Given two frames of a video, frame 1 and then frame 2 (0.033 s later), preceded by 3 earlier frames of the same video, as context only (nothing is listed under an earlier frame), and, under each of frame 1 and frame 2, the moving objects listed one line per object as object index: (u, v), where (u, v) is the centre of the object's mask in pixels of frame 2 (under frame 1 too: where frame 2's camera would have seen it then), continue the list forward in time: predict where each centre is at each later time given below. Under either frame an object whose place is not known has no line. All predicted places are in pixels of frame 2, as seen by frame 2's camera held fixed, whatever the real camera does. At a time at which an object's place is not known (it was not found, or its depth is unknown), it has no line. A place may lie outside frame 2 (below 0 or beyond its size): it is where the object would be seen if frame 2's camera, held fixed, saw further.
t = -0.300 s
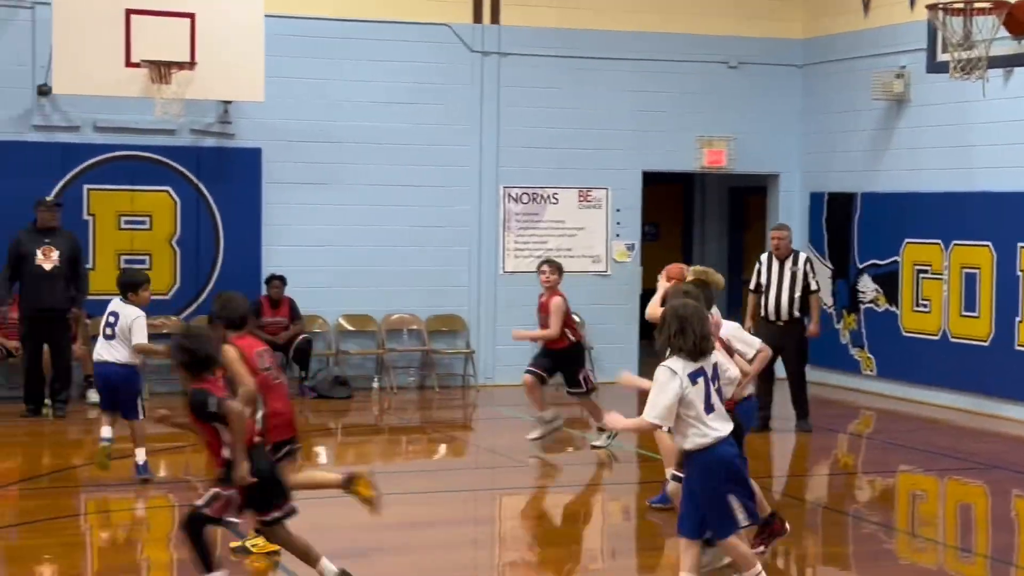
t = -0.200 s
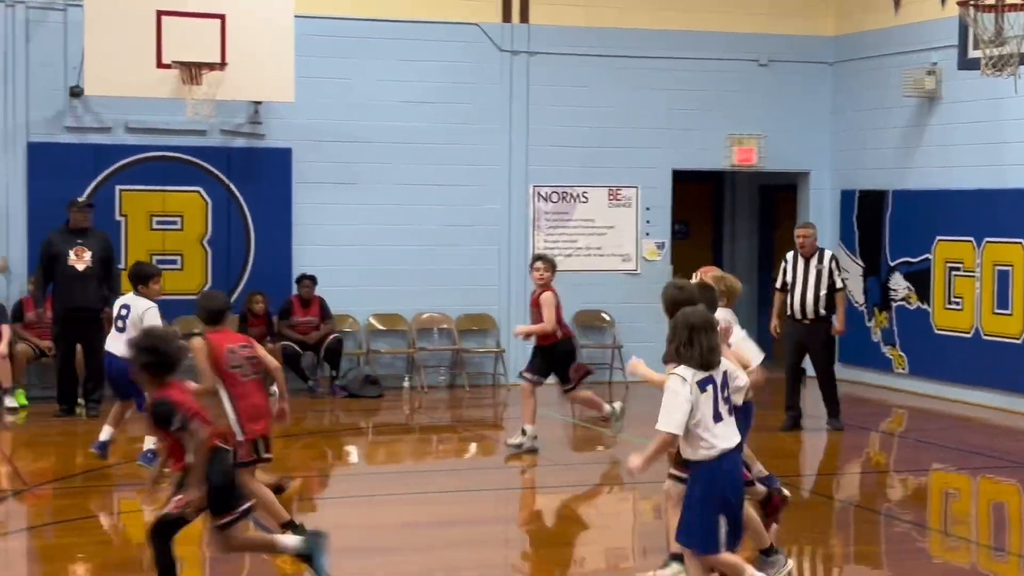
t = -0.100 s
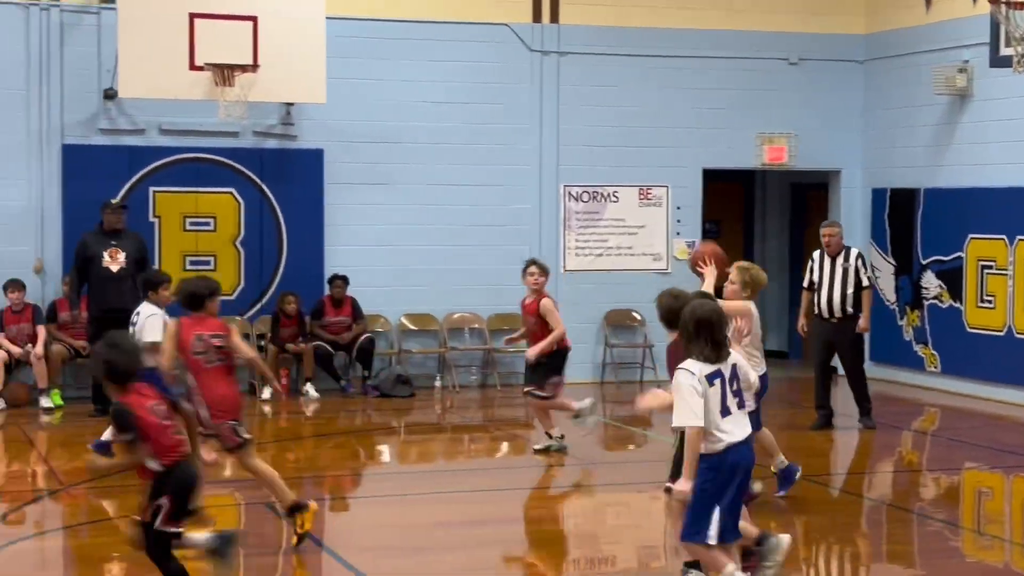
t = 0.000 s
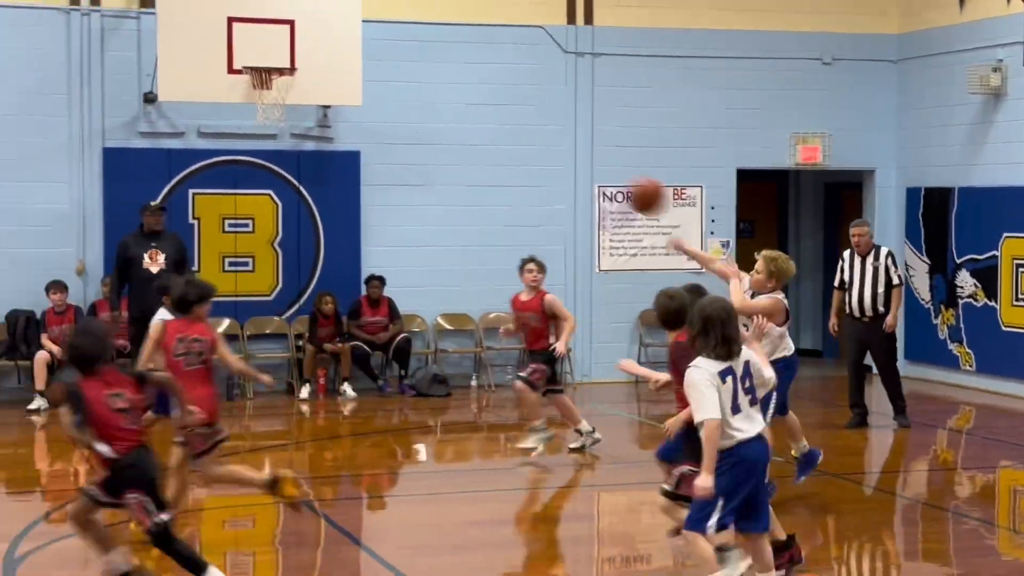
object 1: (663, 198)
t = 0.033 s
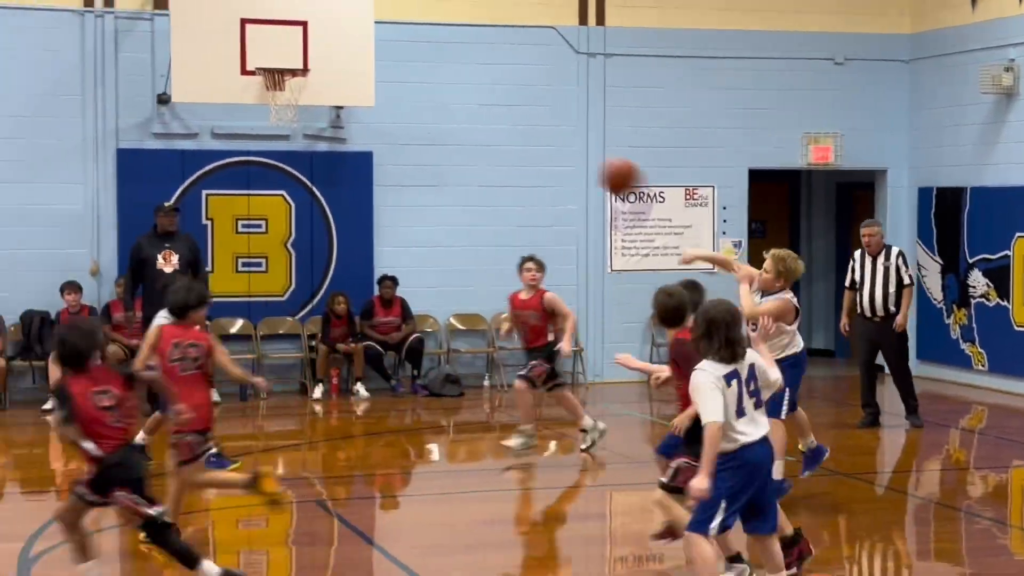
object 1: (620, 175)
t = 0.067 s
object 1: (580, 158)
